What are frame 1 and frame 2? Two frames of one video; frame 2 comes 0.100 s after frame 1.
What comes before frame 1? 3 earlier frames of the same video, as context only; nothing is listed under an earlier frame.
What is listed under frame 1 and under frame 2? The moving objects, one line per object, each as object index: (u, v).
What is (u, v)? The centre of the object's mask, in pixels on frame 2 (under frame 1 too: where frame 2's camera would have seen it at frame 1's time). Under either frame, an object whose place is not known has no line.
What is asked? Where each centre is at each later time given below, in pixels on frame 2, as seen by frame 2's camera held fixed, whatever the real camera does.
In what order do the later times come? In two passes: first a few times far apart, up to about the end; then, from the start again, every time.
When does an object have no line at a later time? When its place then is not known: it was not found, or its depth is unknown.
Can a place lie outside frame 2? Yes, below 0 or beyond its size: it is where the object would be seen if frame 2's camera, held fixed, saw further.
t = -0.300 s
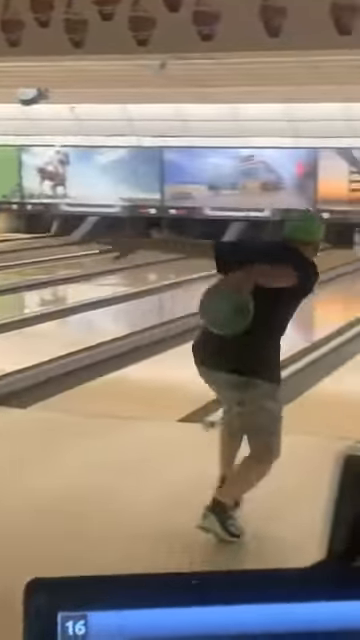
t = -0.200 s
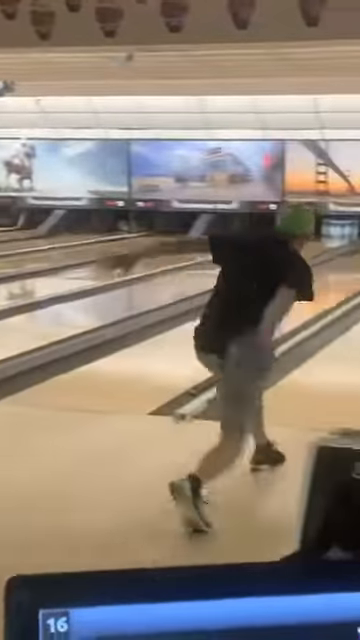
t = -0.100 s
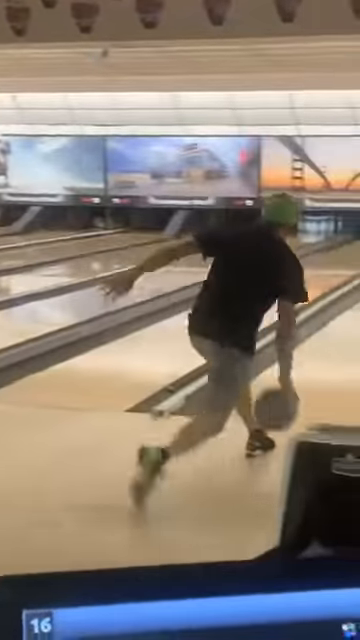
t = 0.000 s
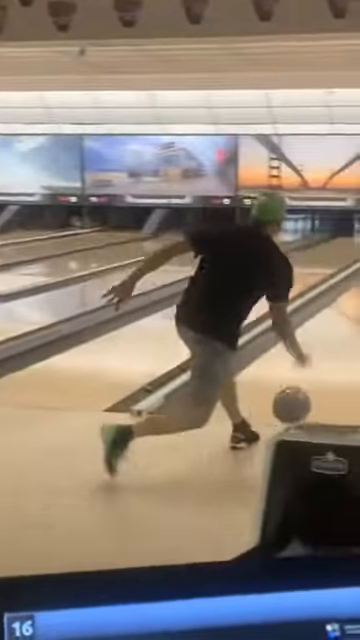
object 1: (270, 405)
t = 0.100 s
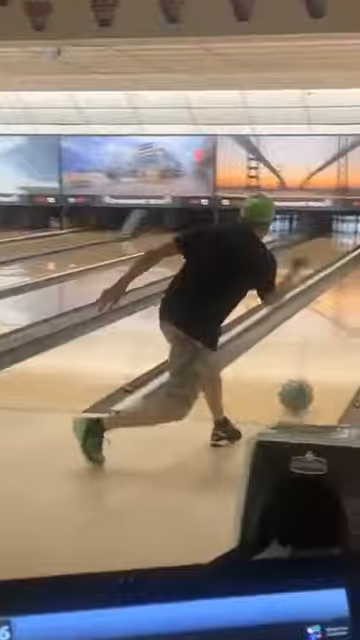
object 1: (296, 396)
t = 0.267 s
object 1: (328, 357)
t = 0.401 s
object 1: (346, 335)
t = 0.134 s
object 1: (303, 385)
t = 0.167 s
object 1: (310, 377)
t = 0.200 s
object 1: (316, 371)
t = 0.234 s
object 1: (322, 363)
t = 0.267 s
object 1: (328, 357)
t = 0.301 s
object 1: (333, 351)
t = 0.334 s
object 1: (338, 345)
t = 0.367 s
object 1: (342, 340)
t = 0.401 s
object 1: (346, 335)
